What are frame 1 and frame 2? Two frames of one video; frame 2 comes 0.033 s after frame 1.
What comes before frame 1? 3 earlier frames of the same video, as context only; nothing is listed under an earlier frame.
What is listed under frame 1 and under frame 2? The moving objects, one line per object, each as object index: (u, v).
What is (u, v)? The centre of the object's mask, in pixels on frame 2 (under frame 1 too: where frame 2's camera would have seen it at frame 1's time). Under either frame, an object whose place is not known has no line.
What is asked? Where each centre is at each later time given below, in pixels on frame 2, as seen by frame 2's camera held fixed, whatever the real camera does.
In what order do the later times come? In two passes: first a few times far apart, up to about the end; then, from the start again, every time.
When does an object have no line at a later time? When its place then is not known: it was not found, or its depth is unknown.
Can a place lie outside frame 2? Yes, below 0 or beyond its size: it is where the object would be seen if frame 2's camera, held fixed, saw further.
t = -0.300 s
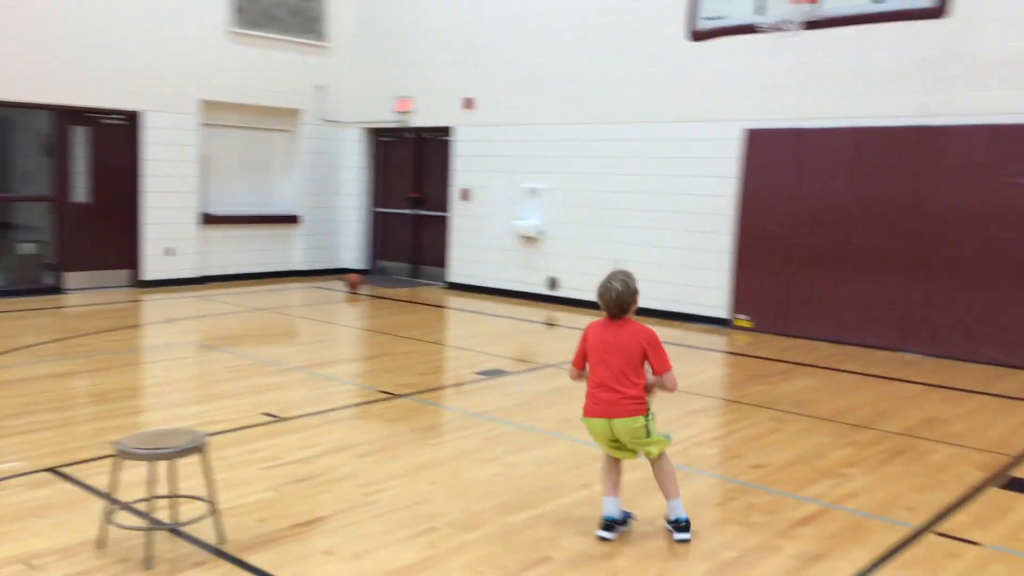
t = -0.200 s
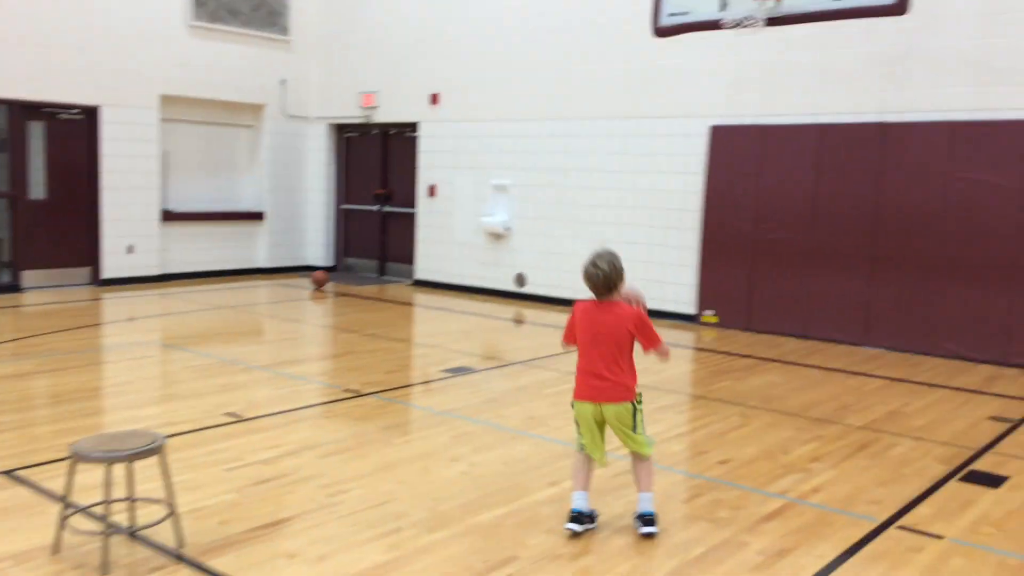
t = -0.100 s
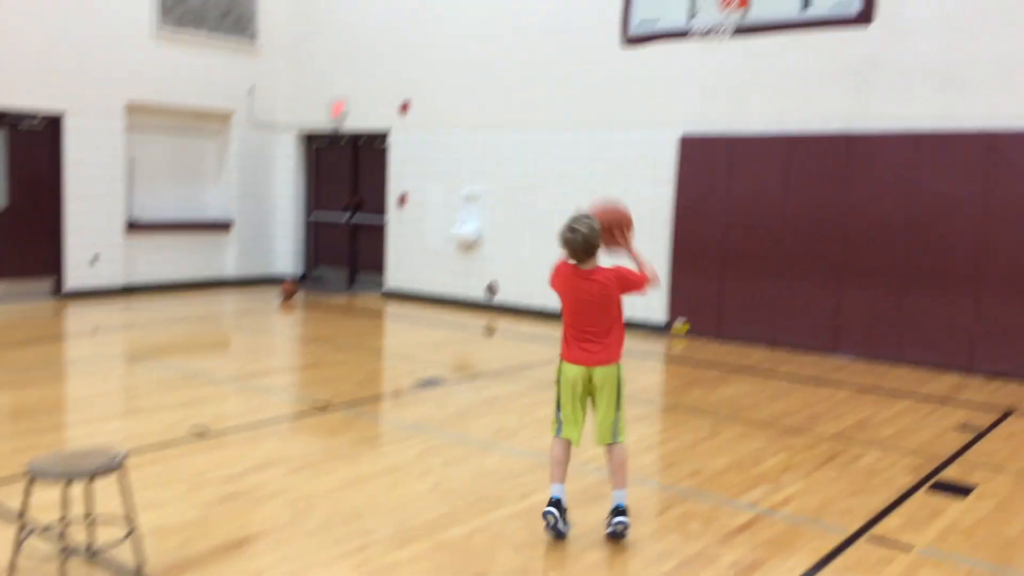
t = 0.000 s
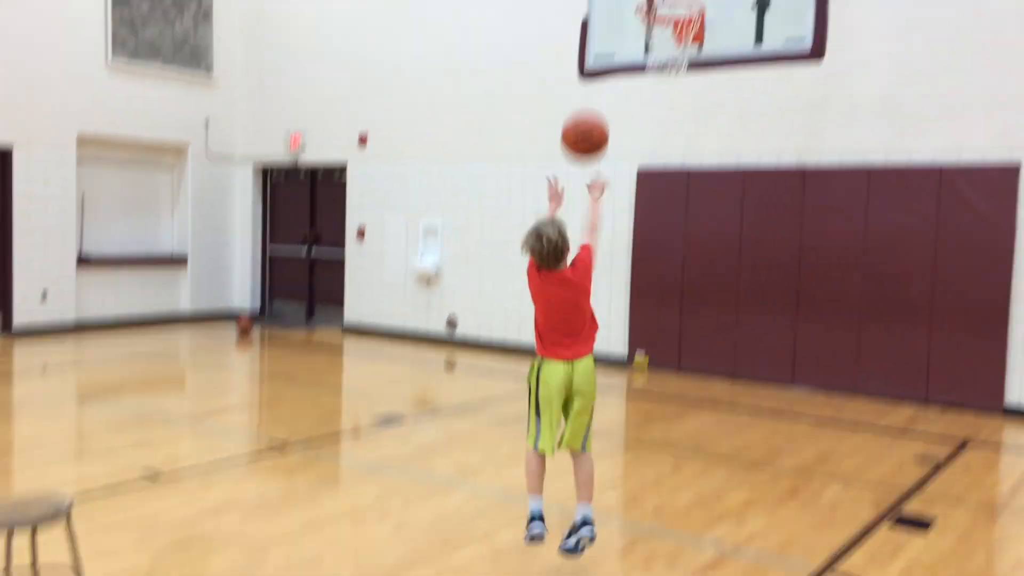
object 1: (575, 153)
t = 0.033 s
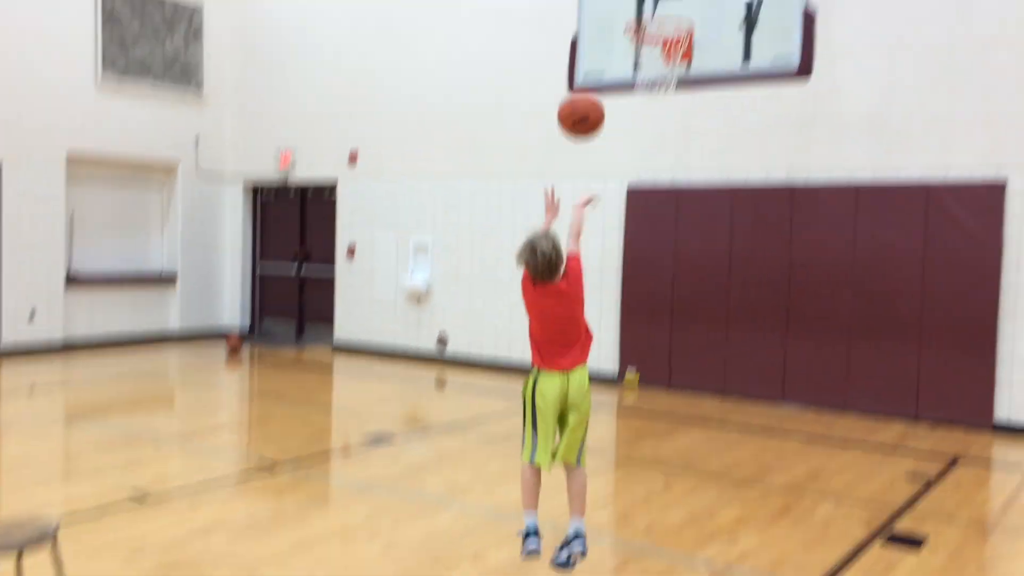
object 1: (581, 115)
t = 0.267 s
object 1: (622, -77)
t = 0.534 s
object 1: (653, -138)
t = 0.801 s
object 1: (675, -92)
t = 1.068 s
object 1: (677, 3)
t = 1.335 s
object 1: (646, 22)
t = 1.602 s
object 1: (602, 62)
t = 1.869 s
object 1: (554, 192)
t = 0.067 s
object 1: (587, 80)
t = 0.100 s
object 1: (593, 45)
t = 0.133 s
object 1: (600, 15)
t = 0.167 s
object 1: (605, -12)
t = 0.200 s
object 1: (611, -37)
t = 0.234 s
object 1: (617, -59)
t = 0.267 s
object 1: (622, -77)
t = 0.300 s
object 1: (627, -94)
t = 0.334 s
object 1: (631, -106)
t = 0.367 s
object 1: (635, -116)
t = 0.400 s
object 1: (639, -123)
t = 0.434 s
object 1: (643, -129)
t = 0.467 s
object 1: (647, -133)
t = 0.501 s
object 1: (650, -135)
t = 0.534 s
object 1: (653, -138)
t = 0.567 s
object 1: (656, -139)
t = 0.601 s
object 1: (659, -139)
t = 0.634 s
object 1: (662, -138)
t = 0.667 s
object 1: (666, -134)
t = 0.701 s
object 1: (668, -125)
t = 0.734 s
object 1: (671, -116)
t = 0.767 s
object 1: (674, -105)
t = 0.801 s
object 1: (675, -92)
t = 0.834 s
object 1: (677, -77)
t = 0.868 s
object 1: (679, -62)
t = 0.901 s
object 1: (682, -44)
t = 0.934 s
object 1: (683, -26)
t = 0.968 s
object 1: (684, -6)
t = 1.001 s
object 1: (684, 9)
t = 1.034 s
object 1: (681, 6)
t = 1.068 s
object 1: (677, 3)
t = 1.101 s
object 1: (674, 2)
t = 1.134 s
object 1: (671, 3)
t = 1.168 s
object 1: (669, 6)
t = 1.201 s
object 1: (666, 8)
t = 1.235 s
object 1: (662, 14)
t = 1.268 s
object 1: (658, 18)
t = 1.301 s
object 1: (652, 19)
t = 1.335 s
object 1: (646, 22)
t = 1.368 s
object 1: (640, 22)
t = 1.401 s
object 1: (634, 23)
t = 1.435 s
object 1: (627, 26)
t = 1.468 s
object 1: (623, 31)
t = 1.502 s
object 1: (618, 37)
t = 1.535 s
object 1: (613, 44)
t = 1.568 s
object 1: (607, 52)
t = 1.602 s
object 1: (602, 62)
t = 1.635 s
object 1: (596, 73)
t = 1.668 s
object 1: (588, 87)
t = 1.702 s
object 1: (582, 100)
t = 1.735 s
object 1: (577, 116)
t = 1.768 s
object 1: (572, 133)
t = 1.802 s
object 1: (566, 151)
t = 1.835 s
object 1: (560, 171)
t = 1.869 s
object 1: (554, 192)
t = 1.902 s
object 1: (549, 214)
